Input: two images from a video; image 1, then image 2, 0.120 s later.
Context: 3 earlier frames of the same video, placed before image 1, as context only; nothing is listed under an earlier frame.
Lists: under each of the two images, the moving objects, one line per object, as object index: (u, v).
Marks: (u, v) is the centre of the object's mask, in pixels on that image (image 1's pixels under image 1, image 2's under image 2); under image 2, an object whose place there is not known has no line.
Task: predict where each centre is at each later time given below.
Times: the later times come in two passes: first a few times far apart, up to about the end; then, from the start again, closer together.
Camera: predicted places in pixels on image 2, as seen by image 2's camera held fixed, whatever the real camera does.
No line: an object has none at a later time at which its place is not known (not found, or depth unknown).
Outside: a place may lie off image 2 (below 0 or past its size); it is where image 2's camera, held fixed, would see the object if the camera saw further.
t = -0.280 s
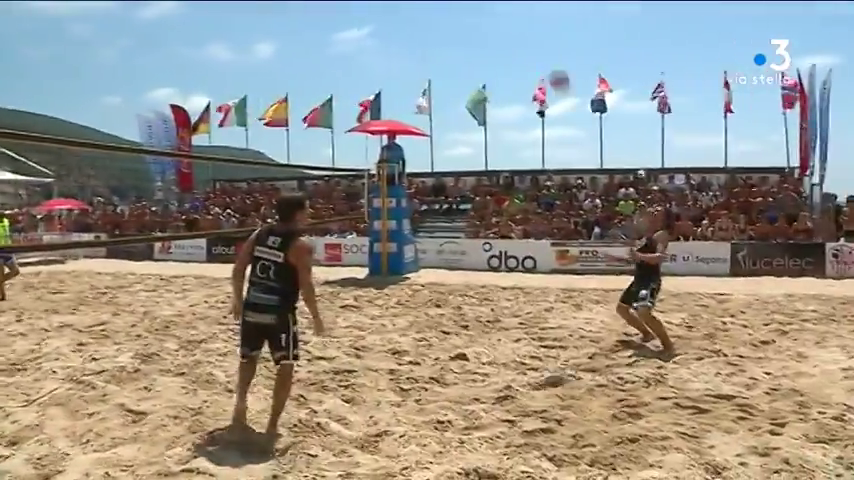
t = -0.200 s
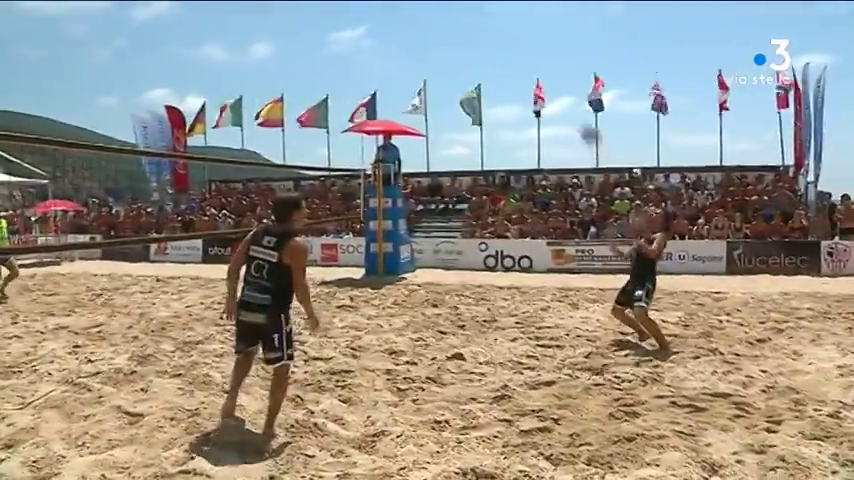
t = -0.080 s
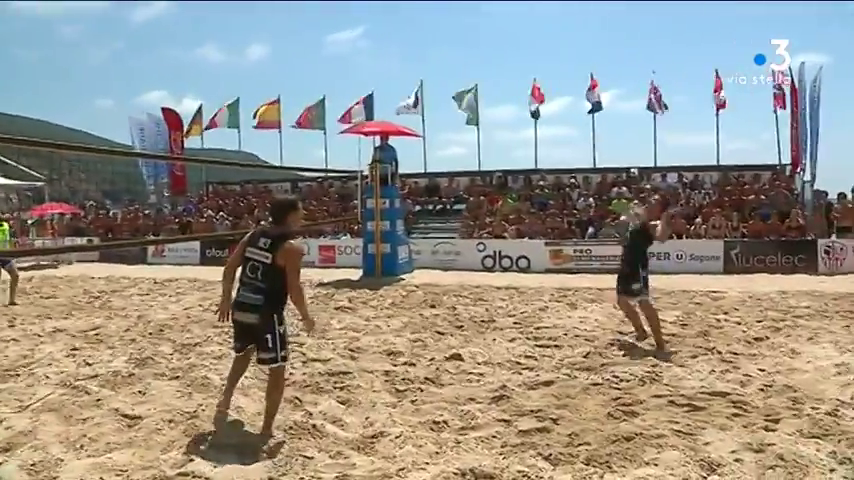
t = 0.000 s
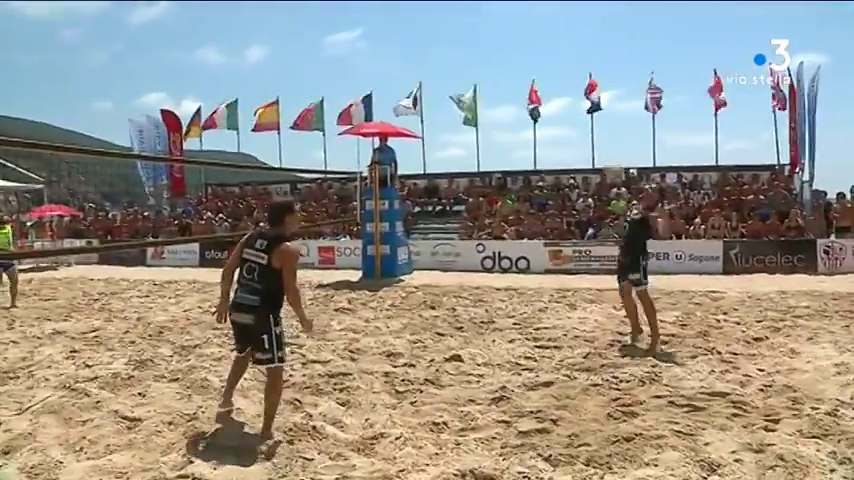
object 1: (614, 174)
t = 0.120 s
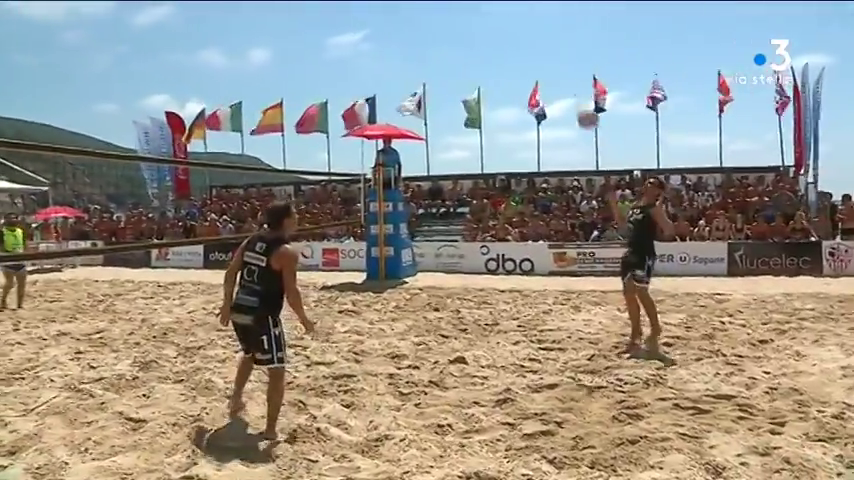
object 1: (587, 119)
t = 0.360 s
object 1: (519, 39)
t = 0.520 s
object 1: (468, 14)
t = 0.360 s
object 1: (519, 39)
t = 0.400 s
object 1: (506, 30)
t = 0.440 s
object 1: (494, 23)
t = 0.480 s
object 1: (481, 17)
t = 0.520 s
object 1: (468, 14)
